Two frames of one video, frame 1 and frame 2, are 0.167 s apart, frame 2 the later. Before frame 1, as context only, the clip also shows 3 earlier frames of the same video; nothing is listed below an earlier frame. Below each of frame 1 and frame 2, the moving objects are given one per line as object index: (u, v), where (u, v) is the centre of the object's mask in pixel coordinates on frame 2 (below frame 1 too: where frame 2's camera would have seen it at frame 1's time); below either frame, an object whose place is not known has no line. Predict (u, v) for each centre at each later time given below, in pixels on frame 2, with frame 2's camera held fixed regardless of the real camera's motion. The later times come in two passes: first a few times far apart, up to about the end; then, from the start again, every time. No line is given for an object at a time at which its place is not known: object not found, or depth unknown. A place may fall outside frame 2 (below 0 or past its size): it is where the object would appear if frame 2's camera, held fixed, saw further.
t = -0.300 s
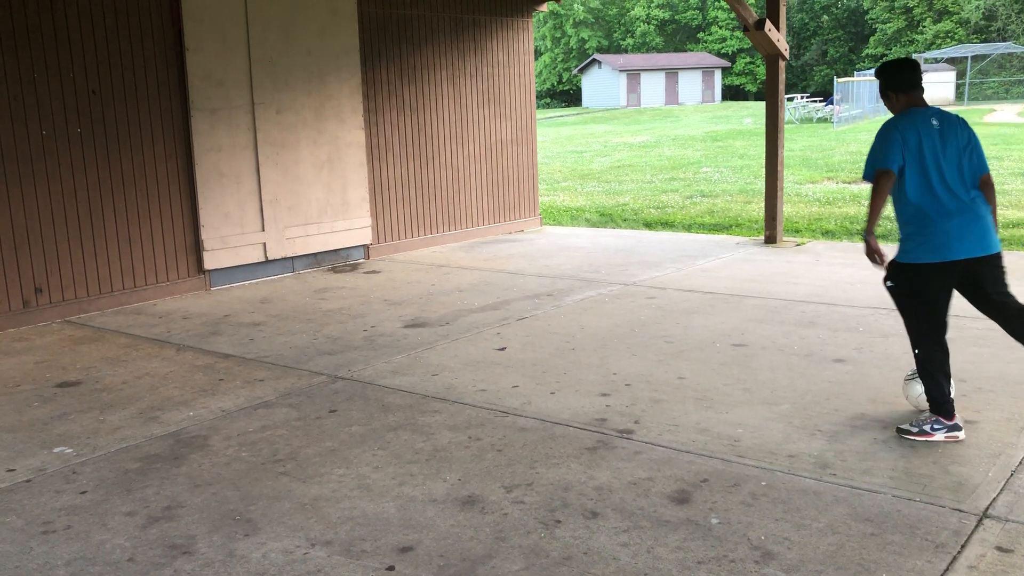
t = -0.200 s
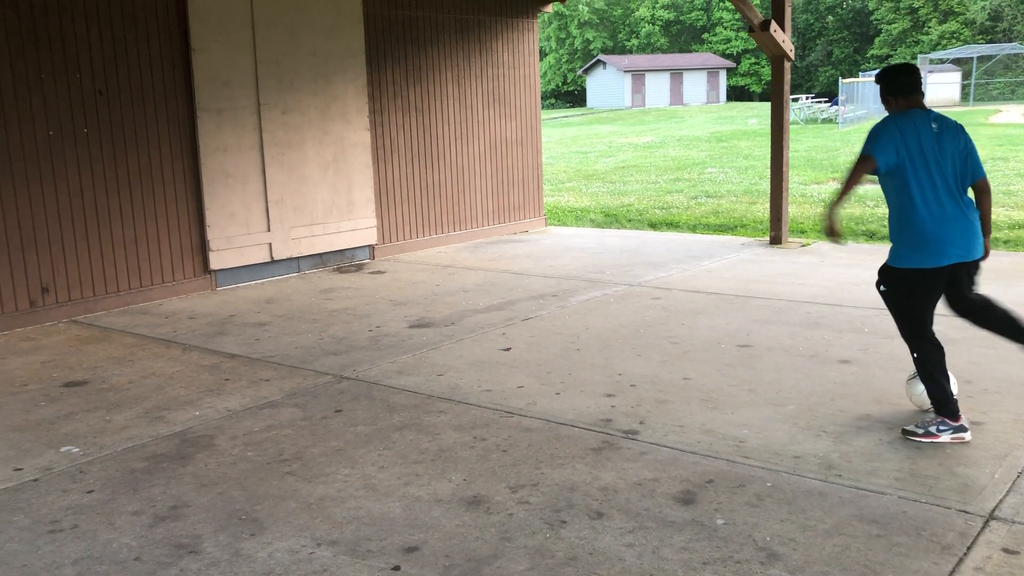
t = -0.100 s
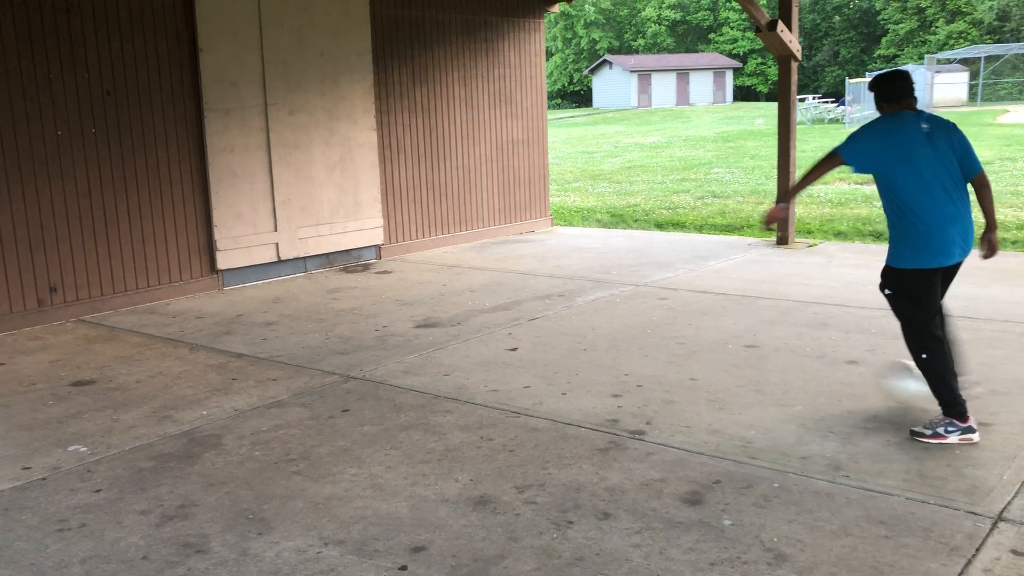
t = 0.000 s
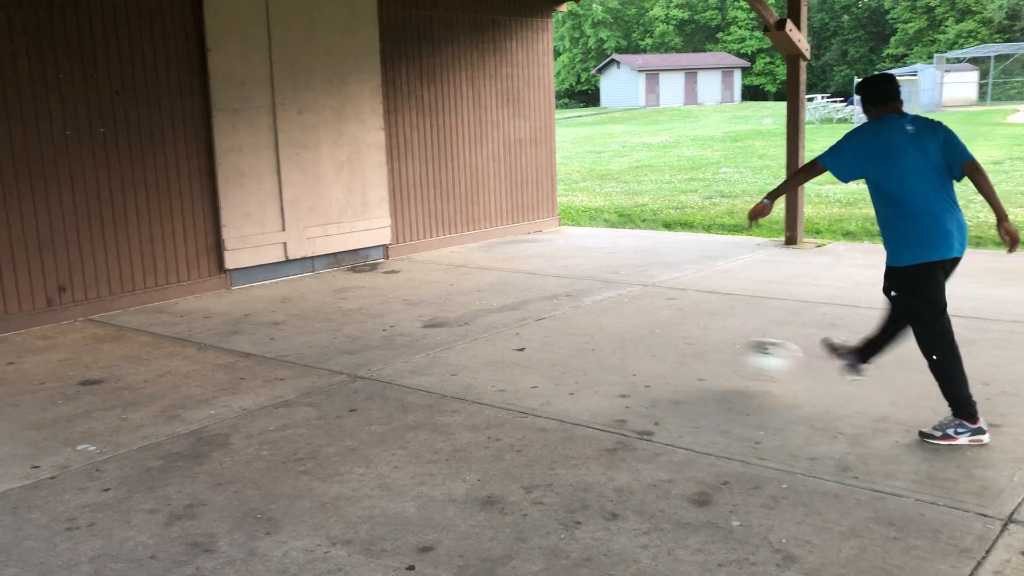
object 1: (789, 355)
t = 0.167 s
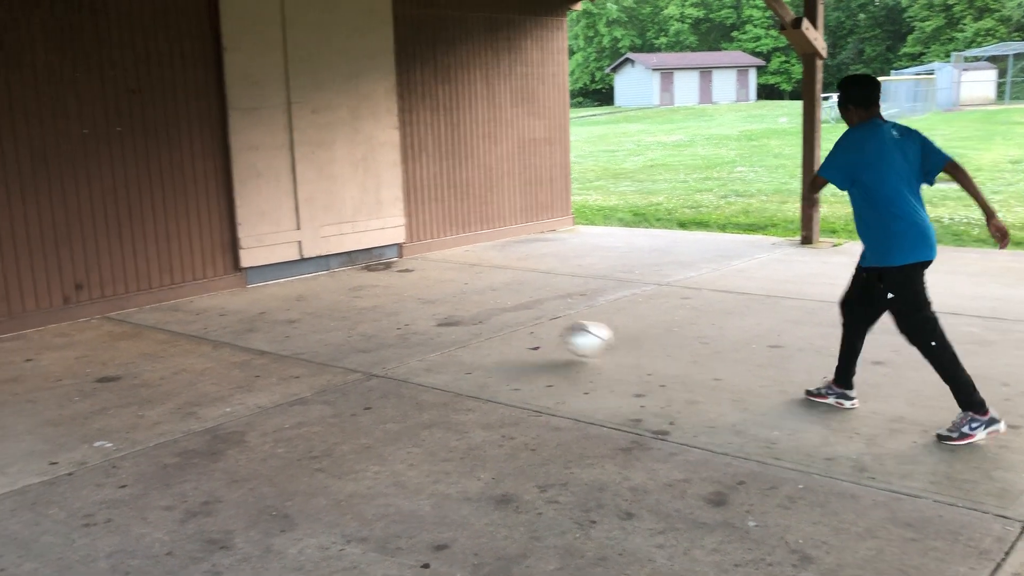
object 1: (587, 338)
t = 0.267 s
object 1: (499, 329)
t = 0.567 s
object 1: (312, 306)
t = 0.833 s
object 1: (208, 293)
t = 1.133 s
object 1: (241, 266)
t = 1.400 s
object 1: (319, 284)
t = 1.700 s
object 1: (371, 289)
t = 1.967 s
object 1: (407, 288)
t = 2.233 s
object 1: (440, 291)
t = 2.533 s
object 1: (479, 292)
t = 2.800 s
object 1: (513, 291)
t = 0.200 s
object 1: (557, 335)
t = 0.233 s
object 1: (528, 332)
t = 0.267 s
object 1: (499, 329)
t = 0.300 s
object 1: (474, 326)
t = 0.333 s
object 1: (450, 322)
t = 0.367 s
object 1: (427, 319)
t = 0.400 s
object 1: (404, 317)
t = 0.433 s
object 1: (385, 315)
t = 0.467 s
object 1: (366, 313)
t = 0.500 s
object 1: (346, 310)
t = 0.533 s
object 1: (329, 308)
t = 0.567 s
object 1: (312, 306)
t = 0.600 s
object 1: (297, 305)
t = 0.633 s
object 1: (282, 302)
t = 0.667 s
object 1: (268, 301)
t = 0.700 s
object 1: (254, 299)
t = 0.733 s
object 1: (241, 297)
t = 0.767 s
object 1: (229, 295)
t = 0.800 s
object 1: (219, 294)
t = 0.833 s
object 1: (208, 293)
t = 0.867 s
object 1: (199, 290)
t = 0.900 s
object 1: (189, 289)
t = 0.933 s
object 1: (185, 287)
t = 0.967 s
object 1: (195, 279)
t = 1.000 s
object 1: (203, 273)
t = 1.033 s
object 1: (212, 270)
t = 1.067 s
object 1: (221, 267)
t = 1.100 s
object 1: (231, 266)
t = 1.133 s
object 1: (241, 266)
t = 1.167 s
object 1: (251, 266)
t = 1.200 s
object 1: (262, 269)
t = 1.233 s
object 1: (272, 272)
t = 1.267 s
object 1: (283, 275)
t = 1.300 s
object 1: (295, 285)
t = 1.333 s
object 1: (305, 292)
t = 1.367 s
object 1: (312, 290)
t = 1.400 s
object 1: (319, 284)
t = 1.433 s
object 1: (325, 281)
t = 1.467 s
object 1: (330, 279)
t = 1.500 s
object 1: (336, 278)
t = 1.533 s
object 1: (342, 279)
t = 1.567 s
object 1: (348, 281)
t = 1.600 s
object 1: (354, 284)
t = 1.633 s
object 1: (360, 289)
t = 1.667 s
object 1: (367, 292)
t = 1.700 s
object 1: (371, 289)
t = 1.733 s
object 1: (375, 286)
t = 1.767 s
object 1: (379, 284)
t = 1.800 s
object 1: (384, 285)
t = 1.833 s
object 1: (389, 286)
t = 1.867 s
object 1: (394, 290)
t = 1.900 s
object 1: (398, 291)
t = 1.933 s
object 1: (403, 289)
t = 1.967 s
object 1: (407, 288)
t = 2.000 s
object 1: (411, 289)
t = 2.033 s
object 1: (414, 291)
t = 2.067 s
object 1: (418, 292)
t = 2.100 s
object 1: (423, 290)
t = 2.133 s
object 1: (427, 290)
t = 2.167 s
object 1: (431, 291)
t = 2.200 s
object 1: (436, 291)
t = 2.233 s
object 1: (440, 291)
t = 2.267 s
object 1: (444, 291)
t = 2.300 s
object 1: (448, 292)
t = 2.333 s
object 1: (452, 292)
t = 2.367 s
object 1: (457, 292)
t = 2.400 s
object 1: (461, 292)
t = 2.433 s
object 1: (466, 292)
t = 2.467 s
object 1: (470, 292)
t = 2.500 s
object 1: (475, 291)
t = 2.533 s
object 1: (479, 292)
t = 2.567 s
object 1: (483, 291)
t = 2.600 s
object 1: (487, 292)
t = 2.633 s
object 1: (491, 292)
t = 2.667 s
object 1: (495, 292)
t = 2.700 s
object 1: (499, 291)
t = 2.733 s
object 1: (504, 291)
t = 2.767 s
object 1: (508, 291)
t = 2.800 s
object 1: (513, 291)
